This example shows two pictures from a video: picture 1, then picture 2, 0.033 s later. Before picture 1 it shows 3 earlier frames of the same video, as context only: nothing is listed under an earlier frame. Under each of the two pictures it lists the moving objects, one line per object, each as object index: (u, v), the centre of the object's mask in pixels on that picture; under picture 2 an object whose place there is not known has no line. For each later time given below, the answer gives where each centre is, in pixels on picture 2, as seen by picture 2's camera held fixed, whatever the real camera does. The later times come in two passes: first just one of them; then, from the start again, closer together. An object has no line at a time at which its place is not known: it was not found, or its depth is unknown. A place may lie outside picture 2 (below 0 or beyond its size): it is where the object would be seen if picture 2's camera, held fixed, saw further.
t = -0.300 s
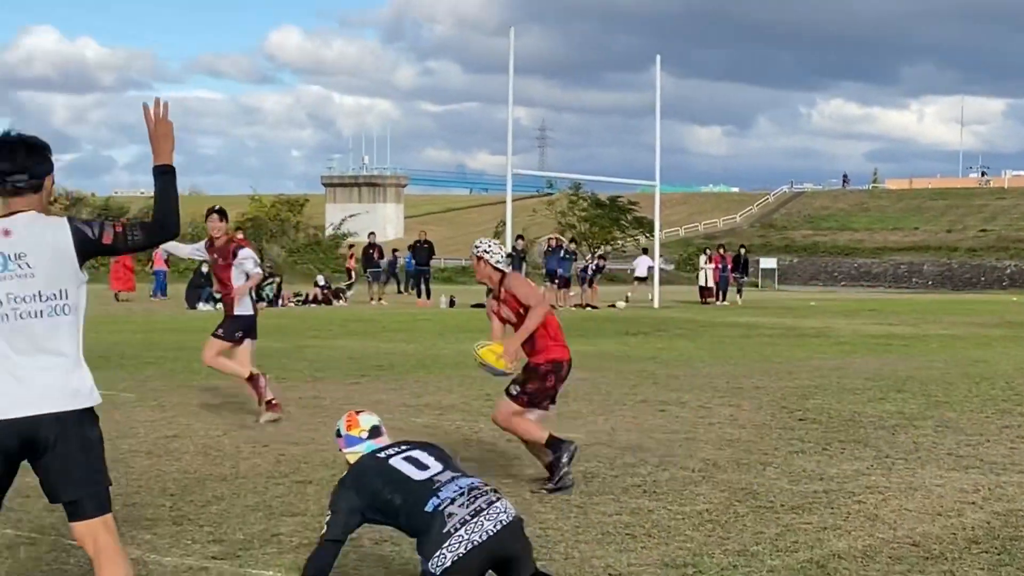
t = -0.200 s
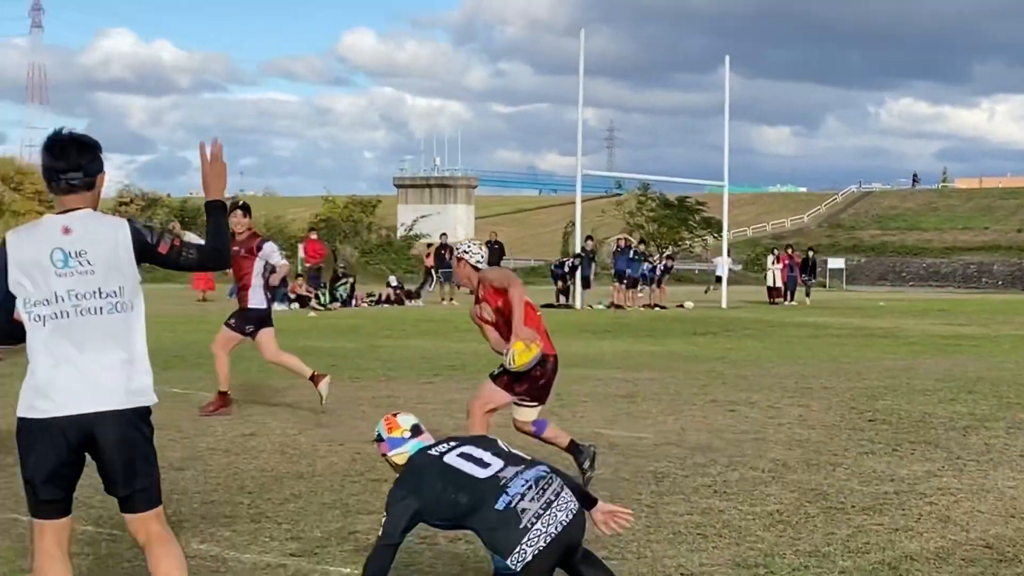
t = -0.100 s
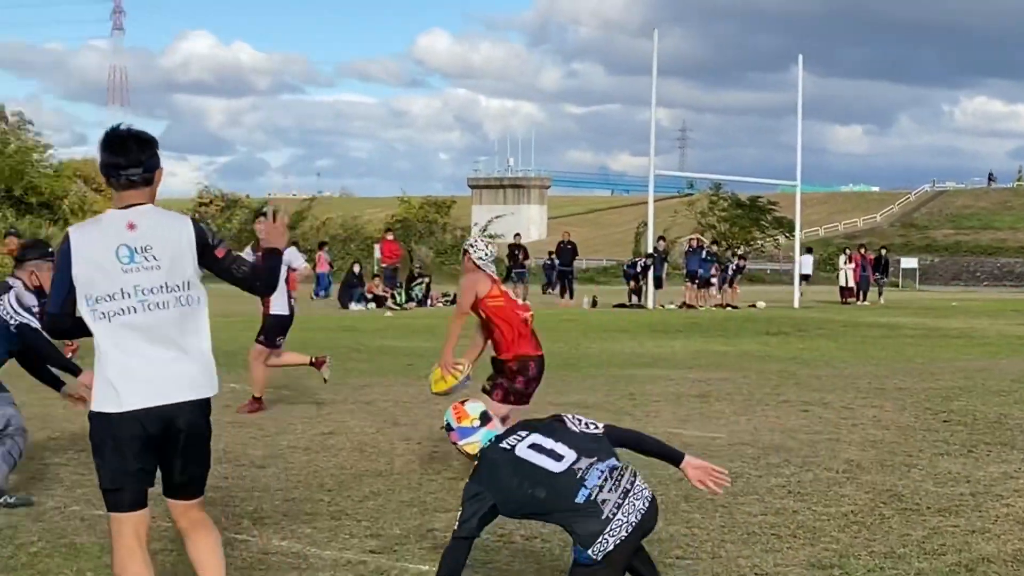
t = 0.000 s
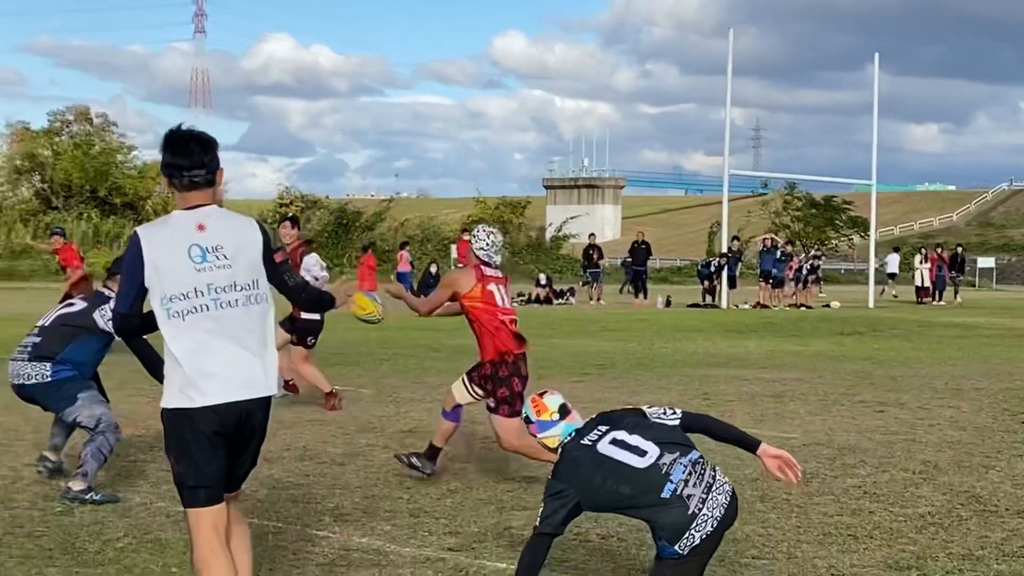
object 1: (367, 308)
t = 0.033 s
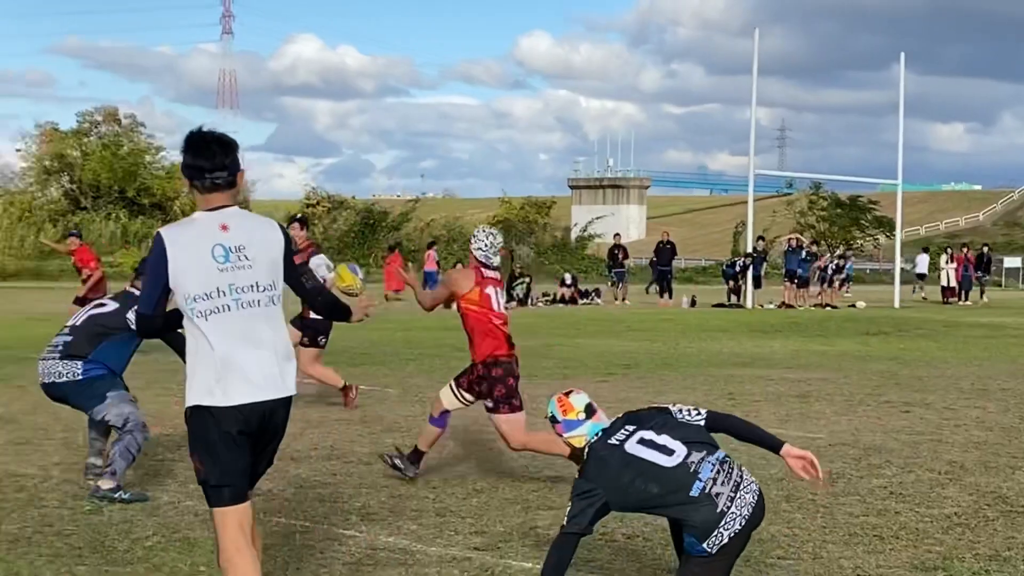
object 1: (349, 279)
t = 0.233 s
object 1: (130, 157)
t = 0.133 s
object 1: (237, 206)
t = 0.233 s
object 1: (130, 157)
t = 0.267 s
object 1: (109, 143)
